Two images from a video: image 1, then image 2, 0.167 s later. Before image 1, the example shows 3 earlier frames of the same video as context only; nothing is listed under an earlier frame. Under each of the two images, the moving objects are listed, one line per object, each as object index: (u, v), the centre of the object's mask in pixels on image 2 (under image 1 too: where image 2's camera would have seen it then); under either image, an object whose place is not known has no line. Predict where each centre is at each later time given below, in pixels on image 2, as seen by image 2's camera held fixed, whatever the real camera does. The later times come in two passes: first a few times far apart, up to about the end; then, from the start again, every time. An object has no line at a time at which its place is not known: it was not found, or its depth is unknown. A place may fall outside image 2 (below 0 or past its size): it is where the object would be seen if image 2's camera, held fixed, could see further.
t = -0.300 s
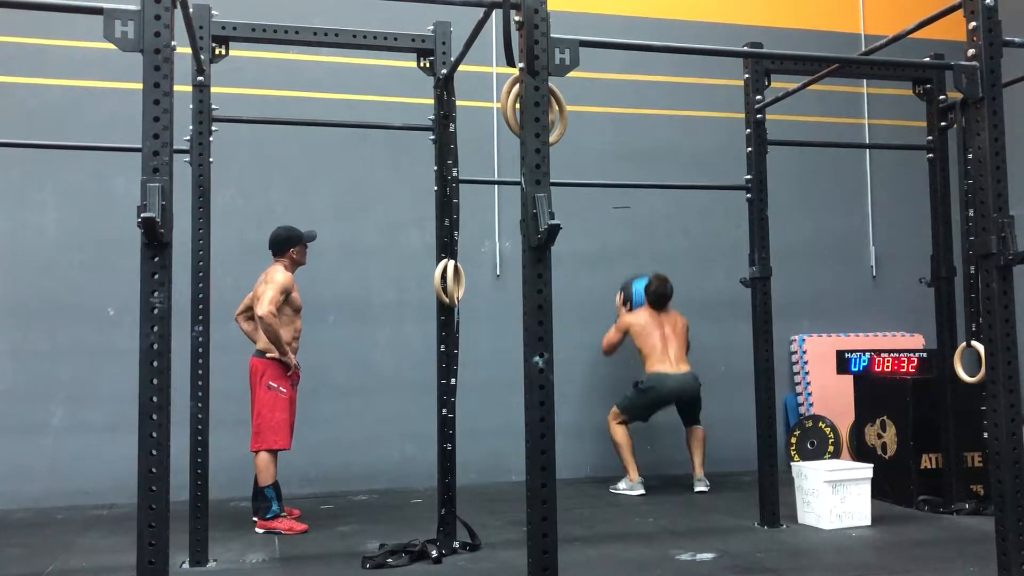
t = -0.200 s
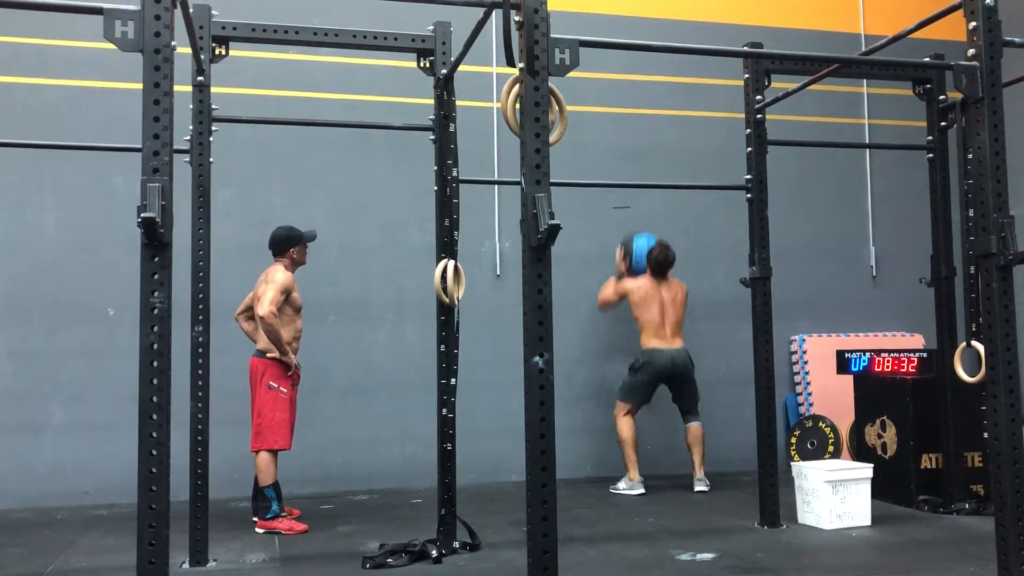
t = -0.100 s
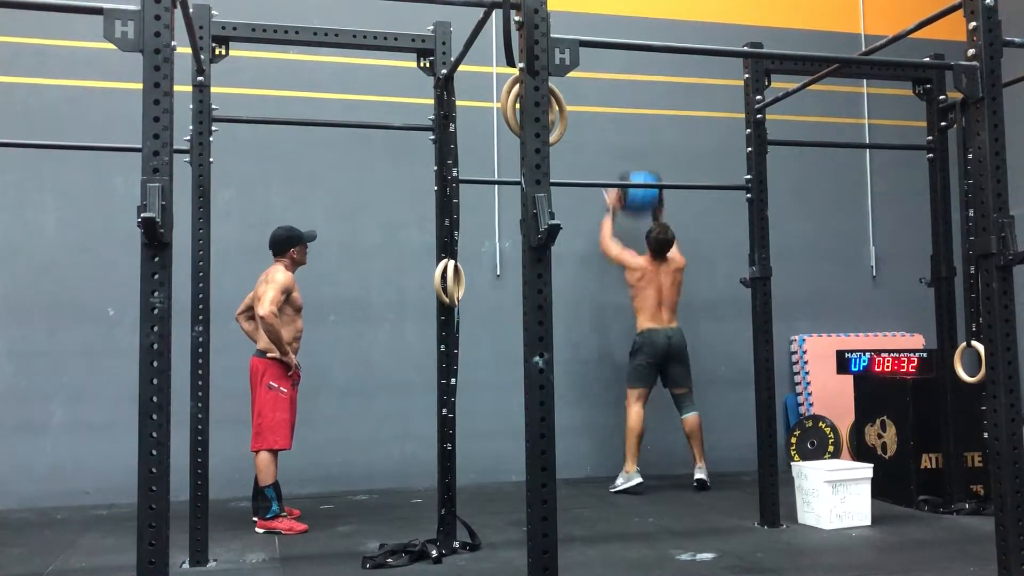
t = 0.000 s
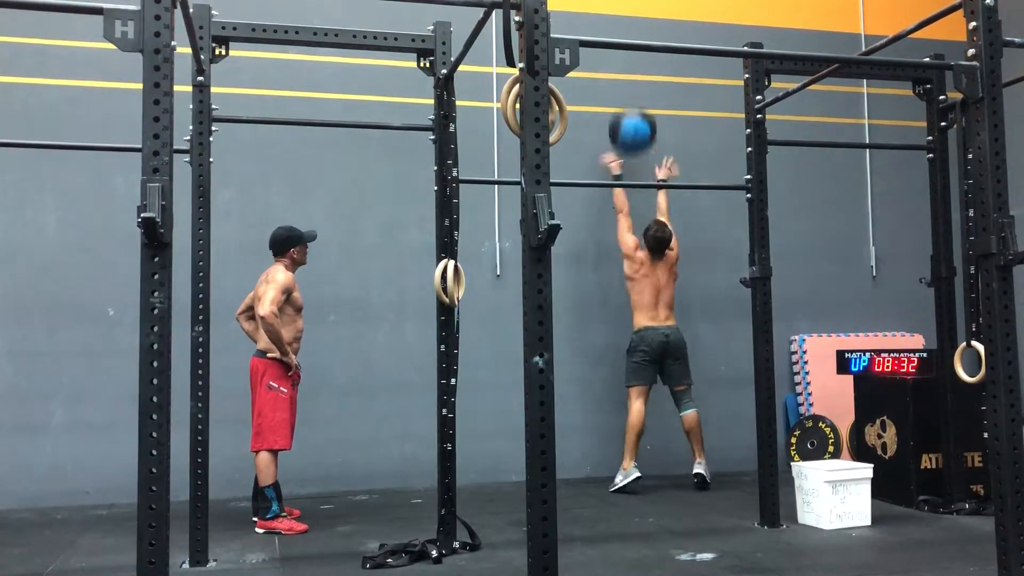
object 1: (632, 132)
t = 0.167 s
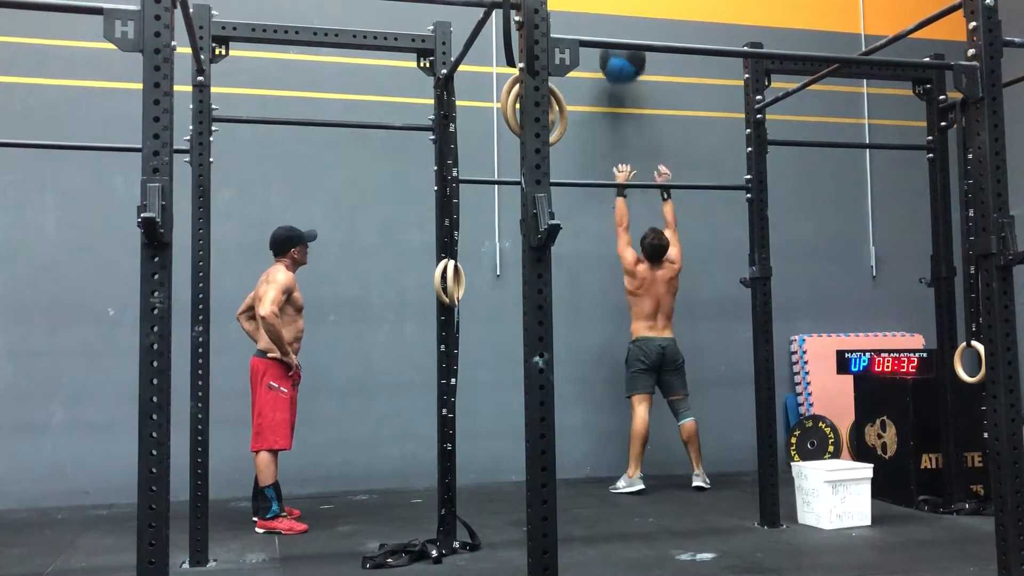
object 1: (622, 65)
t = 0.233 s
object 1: (618, 49)
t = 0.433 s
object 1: (616, 22)
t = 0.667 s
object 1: (620, 71)
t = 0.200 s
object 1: (621, 54)
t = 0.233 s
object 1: (618, 49)
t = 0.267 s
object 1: (617, 37)
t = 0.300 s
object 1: (615, 31)
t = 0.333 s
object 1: (616, 24)
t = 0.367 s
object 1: (616, 23)
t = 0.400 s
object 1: (616, 22)
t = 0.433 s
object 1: (616, 22)
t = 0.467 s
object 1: (617, 23)
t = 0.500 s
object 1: (617, 25)
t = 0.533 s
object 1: (618, 33)
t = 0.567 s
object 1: (618, 39)
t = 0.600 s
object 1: (618, 52)
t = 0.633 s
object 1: (619, 64)
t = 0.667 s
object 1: (620, 71)
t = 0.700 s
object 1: (621, 82)
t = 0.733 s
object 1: (621, 96)
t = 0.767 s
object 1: (621, 112)
